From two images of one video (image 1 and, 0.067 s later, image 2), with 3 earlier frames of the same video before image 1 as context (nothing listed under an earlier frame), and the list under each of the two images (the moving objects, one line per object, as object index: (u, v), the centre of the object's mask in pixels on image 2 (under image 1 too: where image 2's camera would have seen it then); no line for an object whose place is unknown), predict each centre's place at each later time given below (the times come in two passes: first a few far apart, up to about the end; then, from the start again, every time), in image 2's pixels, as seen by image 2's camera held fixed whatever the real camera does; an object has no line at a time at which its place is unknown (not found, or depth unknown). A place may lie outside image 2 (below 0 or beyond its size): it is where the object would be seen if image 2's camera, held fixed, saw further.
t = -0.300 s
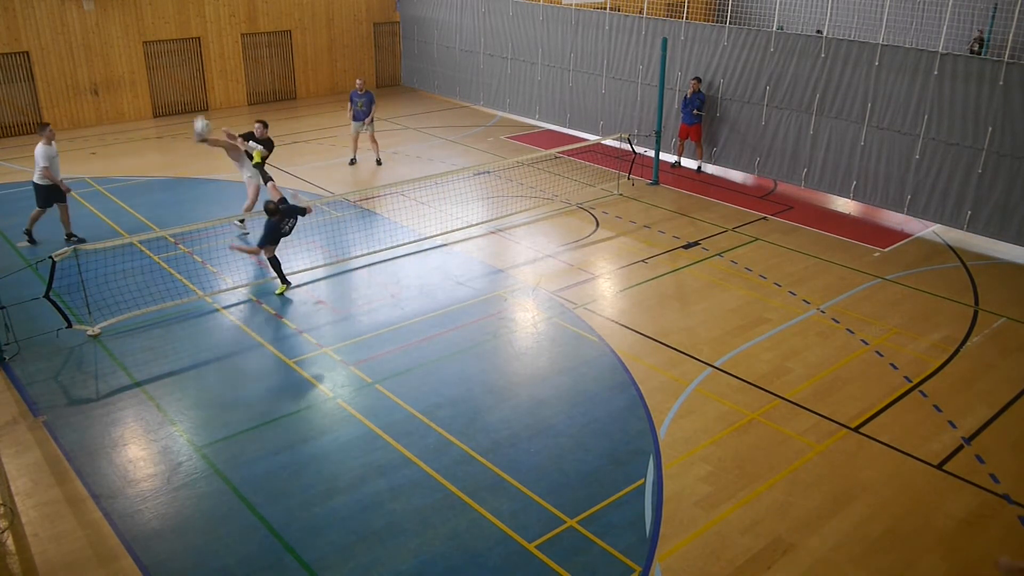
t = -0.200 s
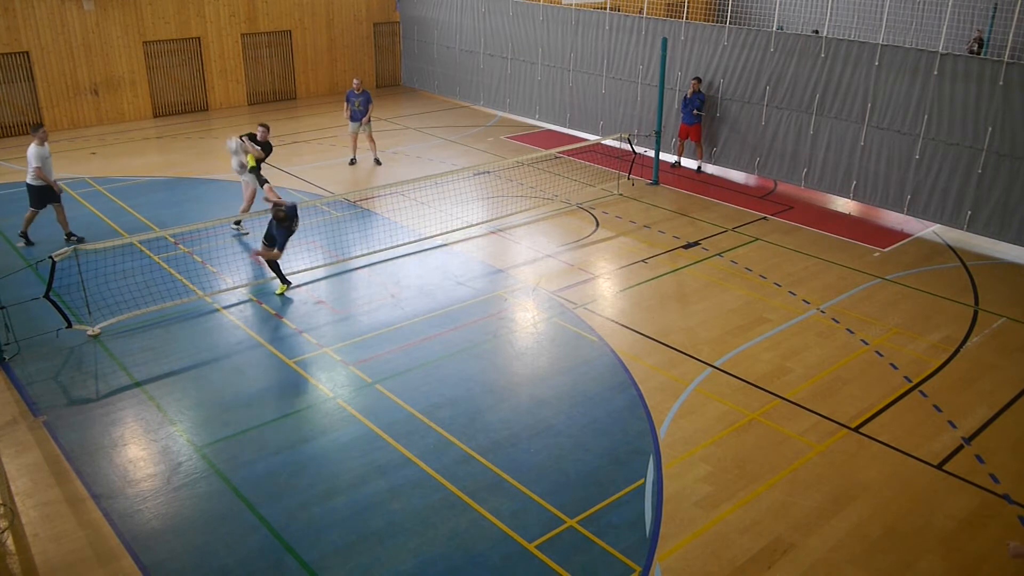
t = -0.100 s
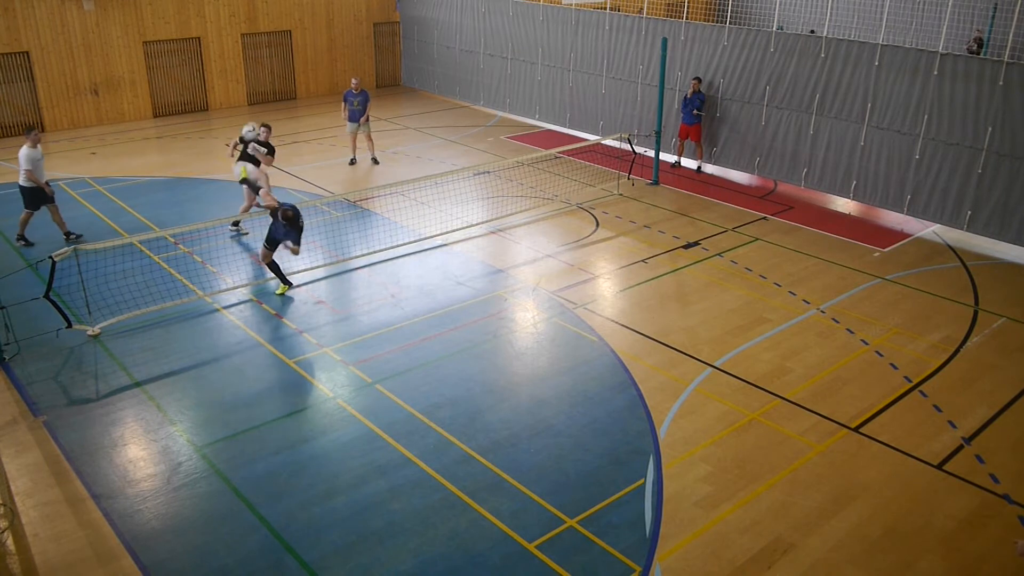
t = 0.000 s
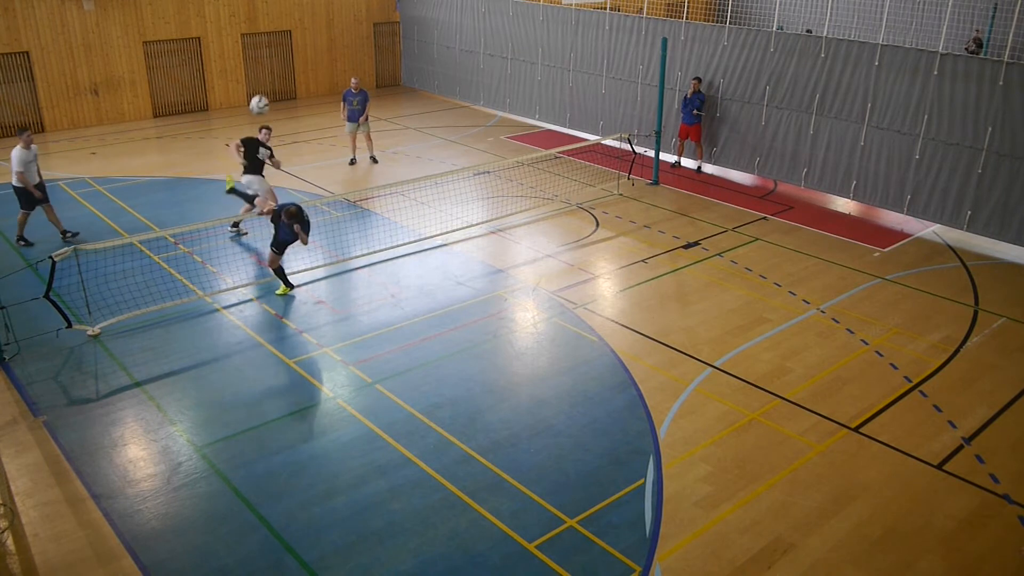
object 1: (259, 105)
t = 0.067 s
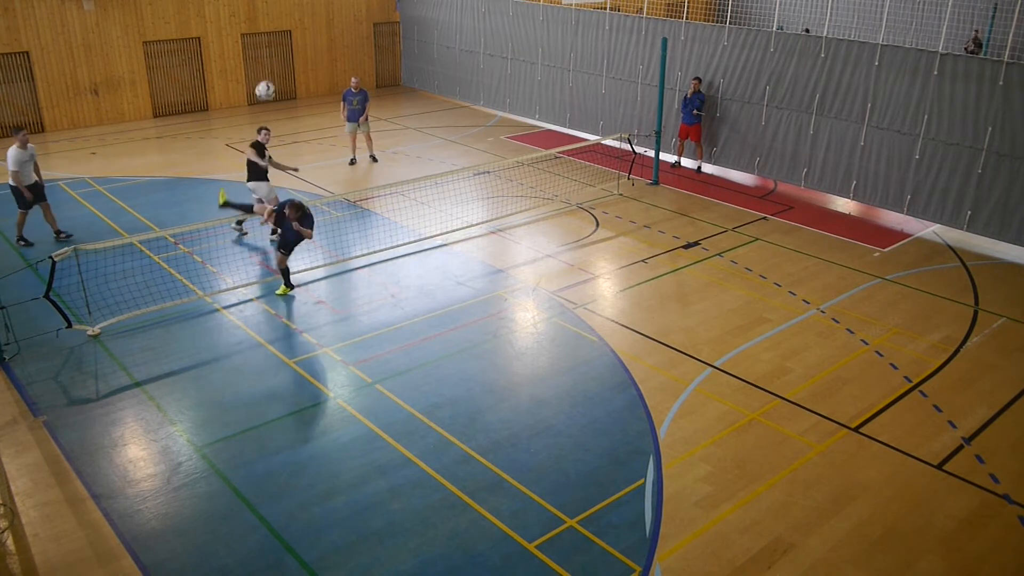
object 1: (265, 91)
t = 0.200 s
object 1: (278, 71)
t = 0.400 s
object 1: (301, 70)
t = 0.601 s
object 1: (329, 105)
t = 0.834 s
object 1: (365, 198)
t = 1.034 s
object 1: (397, 316)
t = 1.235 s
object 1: (422, 333)
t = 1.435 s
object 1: (449, 286)
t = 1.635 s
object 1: (479, 273)
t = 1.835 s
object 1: (512, 302)
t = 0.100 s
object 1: (268, 84)
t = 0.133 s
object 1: (272, 79)
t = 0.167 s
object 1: (275, 75)
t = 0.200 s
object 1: (278, 71)
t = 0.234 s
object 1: (281, 69)
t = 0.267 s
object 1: (286, 67)
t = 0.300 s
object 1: (289, 66)
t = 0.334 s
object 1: (293, 66)
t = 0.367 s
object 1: (297, 68)
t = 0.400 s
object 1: (301, 70)
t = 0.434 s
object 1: (306, 73)
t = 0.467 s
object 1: (310, 77)
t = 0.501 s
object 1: (315, 83)
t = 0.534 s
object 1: (320, 89)
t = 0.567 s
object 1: (324, 96)
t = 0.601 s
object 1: (329, 105)
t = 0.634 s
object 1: (334, 115)
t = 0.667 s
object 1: (339, 125)
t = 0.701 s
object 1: (343, 137)
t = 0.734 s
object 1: (349, 151)
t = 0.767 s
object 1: (355, 166)
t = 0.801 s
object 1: (358, 179)
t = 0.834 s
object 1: (365, 198)
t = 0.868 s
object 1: (370, 214)
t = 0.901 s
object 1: (376, 233)
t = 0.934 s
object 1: (381, 252)
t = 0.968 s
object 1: (387, 272)
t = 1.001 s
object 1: (392, 294)
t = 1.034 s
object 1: (397, 316)
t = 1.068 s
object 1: (403, 341)
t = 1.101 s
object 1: (409, 365)
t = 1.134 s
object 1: (412, 367)
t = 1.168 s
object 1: (416, 355)
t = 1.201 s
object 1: (419, 343)
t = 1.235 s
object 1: (422, 333)
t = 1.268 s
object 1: (427, 324)
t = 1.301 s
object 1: (432, 314)
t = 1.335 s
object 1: (435, 306)
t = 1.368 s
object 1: (440, 299)
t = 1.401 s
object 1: (444, 293)
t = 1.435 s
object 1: (449, 286)
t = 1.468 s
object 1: (453, 281)
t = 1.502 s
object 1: (458, 278)
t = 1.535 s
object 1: (463, 275)
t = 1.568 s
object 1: (468, 273)
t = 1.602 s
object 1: (473, 273)
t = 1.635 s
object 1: (479, 273)
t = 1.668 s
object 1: (484, 275)
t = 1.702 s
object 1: (490, 277)
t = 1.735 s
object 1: (496, 282)
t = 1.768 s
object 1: (501, 287)
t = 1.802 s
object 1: (507, 294)
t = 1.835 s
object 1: (512, 302)
